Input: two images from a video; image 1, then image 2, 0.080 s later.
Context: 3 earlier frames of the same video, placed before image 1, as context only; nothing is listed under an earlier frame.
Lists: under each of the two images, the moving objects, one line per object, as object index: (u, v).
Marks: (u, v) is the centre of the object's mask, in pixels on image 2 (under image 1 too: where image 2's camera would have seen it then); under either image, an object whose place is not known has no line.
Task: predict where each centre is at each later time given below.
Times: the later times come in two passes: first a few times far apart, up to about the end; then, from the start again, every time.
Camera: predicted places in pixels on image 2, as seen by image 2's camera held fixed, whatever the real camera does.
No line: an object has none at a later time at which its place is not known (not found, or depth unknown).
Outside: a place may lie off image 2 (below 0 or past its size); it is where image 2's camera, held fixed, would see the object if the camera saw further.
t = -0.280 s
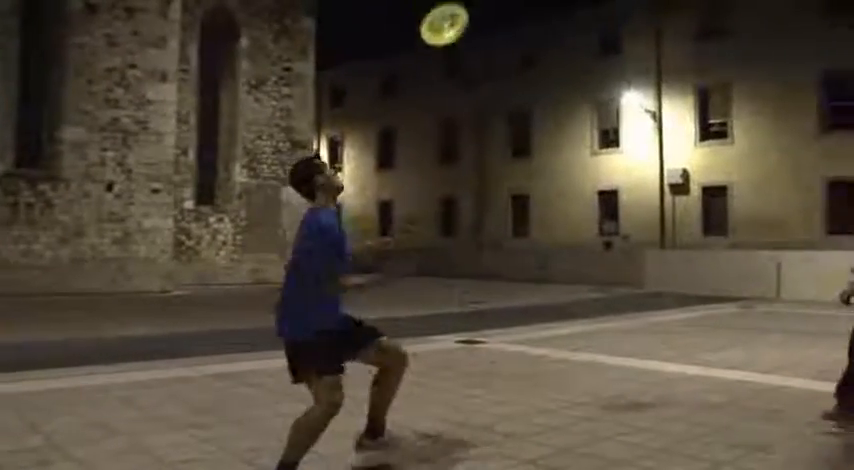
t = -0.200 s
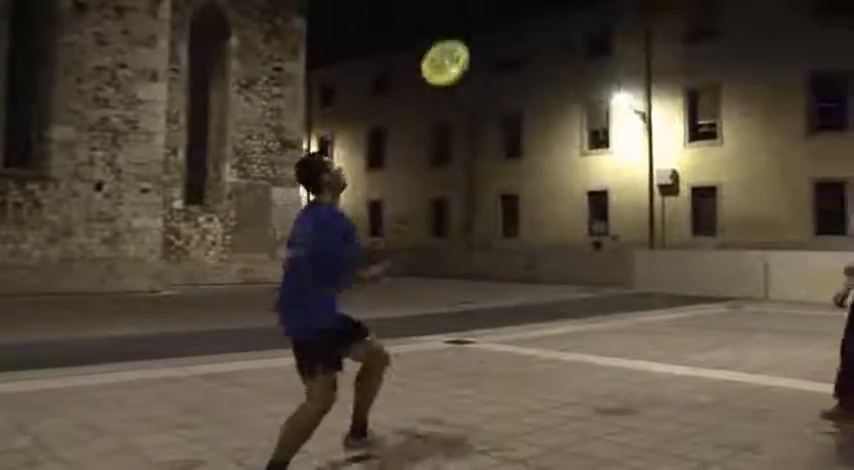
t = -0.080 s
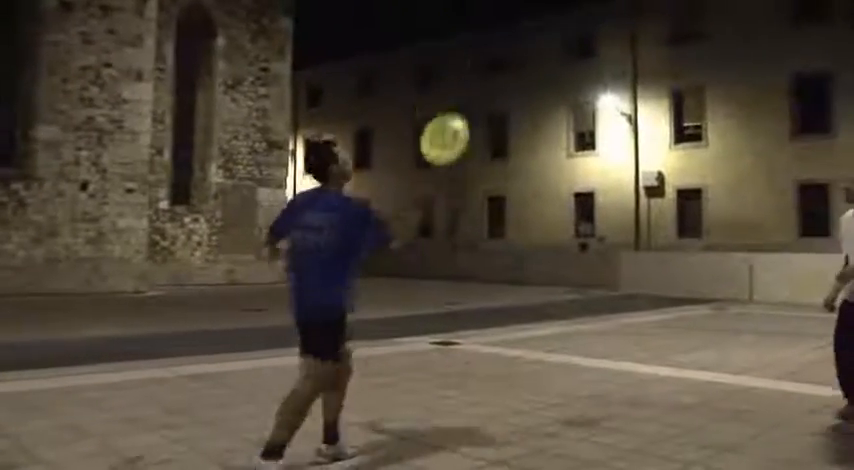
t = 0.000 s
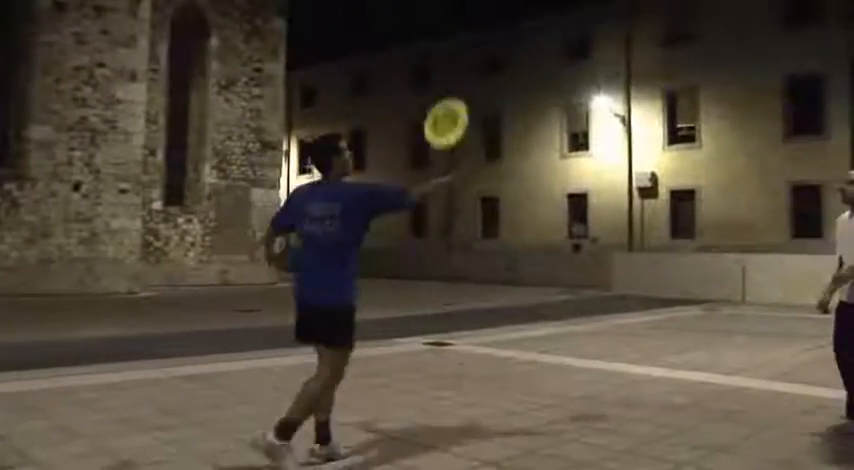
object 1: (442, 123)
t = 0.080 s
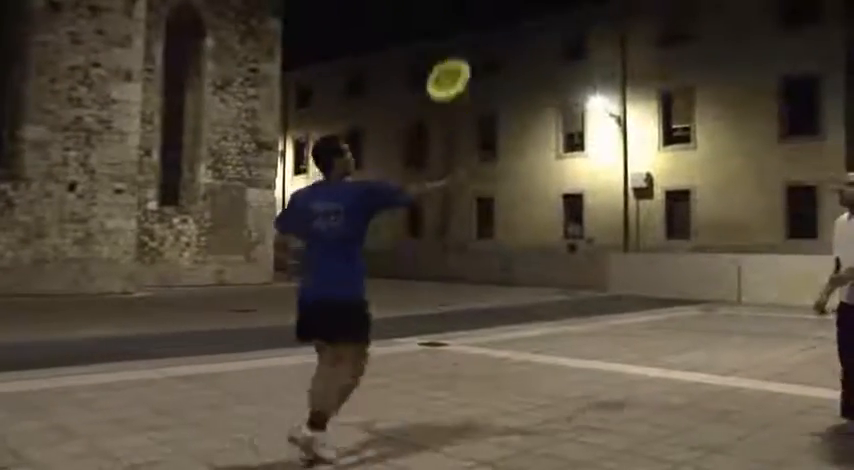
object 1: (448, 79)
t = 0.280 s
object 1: (457, 20)
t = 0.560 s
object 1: (462, 32)
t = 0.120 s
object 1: (450, 61)
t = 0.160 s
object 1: (453, 47)
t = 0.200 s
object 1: (455, 36)
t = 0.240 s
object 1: (456, 27)
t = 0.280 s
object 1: (457, 20)
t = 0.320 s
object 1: (458, 16)
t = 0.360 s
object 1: (460, 13)
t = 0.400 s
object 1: (460, 14)
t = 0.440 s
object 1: (461, 15)
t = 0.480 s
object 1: (461, 19)
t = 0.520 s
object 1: (462, 24)
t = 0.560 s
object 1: (462, 32)
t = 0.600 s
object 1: (462, 41)
